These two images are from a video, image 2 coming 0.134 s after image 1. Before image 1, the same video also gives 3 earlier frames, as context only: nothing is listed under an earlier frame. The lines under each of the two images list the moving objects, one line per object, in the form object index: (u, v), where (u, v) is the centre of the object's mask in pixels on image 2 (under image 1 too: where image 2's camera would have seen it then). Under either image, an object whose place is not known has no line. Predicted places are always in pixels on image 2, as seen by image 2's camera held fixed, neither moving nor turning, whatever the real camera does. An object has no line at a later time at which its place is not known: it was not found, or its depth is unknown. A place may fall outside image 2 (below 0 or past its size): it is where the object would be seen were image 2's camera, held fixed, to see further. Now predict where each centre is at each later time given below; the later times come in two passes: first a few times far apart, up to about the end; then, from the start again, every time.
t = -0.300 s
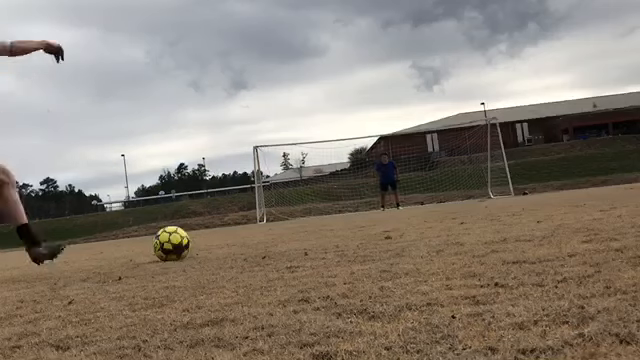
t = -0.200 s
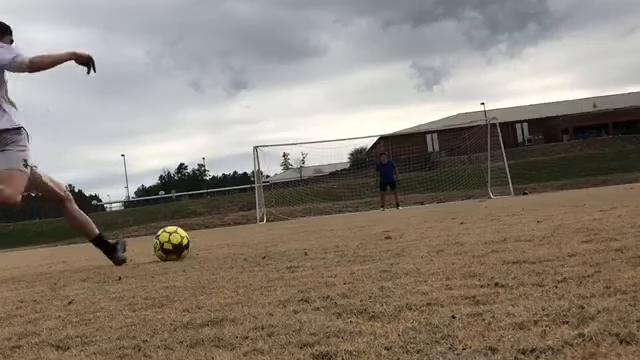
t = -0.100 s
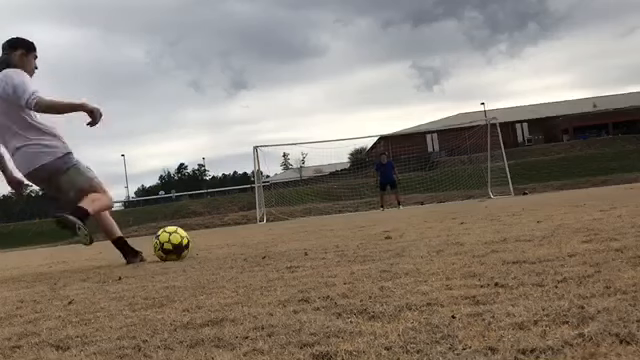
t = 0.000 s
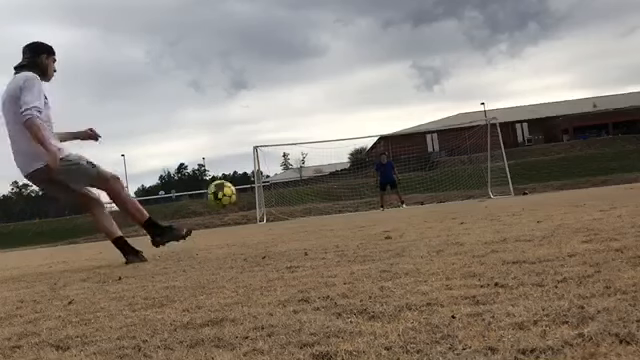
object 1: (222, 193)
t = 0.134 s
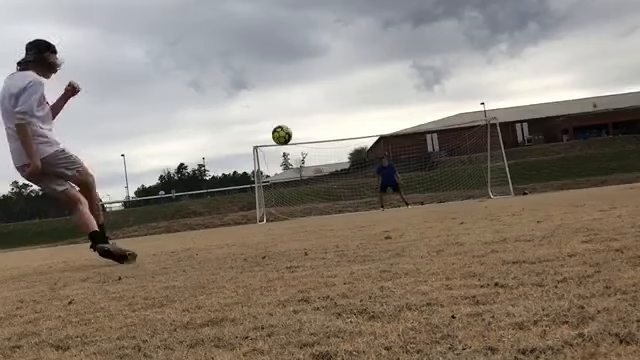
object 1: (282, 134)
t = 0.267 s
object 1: (309, 111)
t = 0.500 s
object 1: (327, 103)
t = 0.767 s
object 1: (334, 115)
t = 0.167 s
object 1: (290, 126)
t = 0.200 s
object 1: (298, 120)
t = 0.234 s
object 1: (304, 115)
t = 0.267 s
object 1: (309, 111)
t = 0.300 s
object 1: (313, 108)
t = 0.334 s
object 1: (316, 106)
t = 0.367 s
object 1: (319, 104)
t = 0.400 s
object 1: (322, 103)
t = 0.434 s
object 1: (324, 103)
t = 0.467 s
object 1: (326, 103)
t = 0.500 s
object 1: (327, 103)
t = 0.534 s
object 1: (329, 104)
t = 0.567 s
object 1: (330, 105)
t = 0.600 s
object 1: (330, 106)
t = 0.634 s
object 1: (331, 107)
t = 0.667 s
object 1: (332, 109)
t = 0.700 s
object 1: (333, 111)
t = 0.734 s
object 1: (334, 113)
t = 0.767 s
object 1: (334, 115)
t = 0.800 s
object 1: (334, 118)
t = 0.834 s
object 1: (335, 121)
